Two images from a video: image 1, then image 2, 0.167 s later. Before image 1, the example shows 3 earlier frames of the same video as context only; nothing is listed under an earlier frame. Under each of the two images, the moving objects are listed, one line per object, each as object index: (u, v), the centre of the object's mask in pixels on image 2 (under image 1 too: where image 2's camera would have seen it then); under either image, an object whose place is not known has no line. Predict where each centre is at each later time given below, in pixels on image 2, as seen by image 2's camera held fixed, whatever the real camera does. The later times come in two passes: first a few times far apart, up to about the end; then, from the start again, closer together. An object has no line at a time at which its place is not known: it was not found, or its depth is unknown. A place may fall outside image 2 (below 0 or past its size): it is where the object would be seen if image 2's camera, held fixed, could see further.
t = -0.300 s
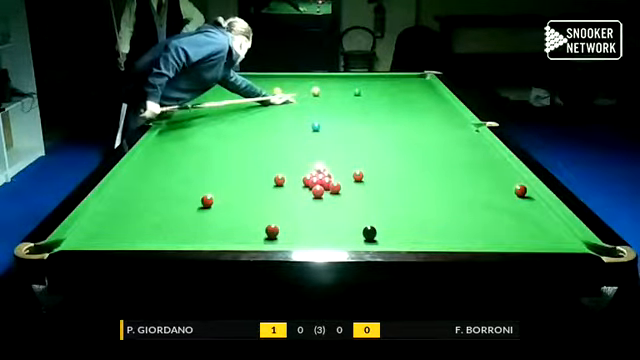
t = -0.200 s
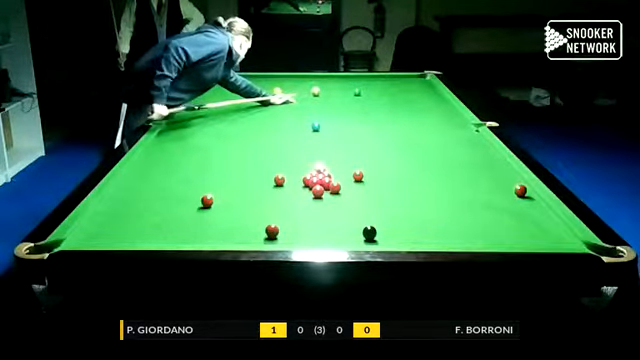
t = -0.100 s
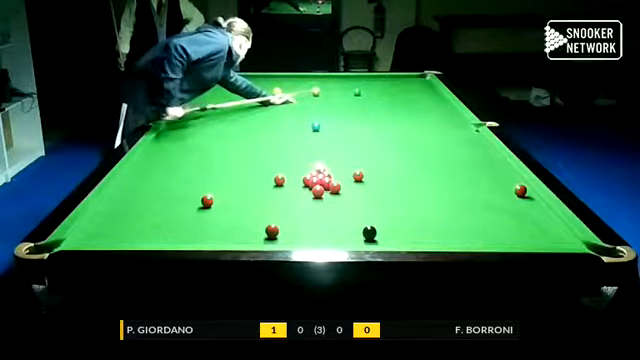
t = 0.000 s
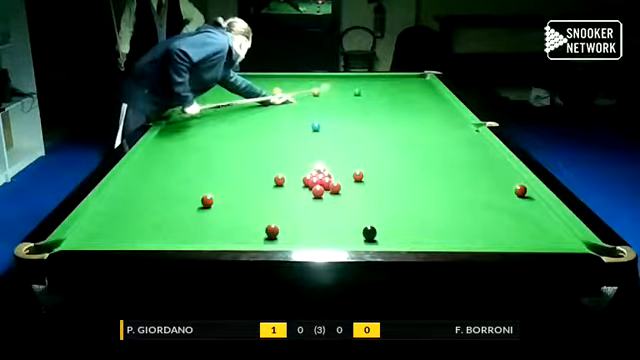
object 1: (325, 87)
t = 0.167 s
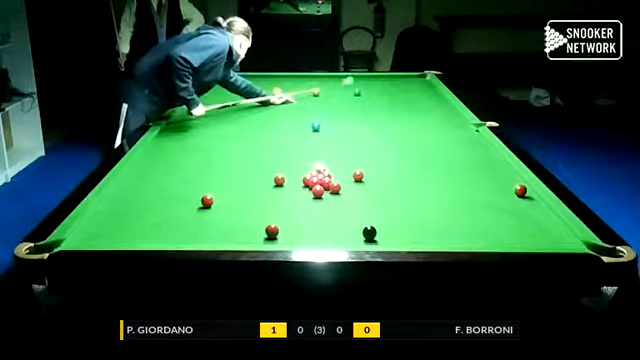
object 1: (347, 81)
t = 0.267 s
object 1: (359, 77)
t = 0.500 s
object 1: (377, 79)
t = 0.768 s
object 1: (396, 84)
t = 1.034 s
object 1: (416, 90)
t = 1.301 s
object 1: (436, 96)
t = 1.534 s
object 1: (443, 101)
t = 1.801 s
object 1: (438, 108)
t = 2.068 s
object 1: (433, 114)
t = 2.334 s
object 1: (425, 123)
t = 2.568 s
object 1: (424, 125)
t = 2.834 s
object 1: (418, 132)
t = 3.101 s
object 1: (411, 137)
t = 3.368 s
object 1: (404, 144)
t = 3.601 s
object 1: (398, 149)
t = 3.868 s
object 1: (392, 155)
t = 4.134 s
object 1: (385, 163)
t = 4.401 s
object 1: (378, 169)
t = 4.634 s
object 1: (373, 174)
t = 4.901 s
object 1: (366, 179)
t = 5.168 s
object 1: (361, 185)
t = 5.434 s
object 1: (355, 191)
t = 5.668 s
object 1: (350, 195)
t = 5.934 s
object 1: (346, 198)
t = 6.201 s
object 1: (343, 201)
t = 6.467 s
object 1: (338, 206)
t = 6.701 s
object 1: (335, 209)
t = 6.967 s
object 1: (333, 209)
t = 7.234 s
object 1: (331, 211)
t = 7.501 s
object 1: (329, 213)
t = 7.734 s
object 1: (329, 213)
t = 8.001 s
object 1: (329, 213)
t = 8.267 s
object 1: (329, 213)
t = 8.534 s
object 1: (329, 213)
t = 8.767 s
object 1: (329, 213)
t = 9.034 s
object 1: (329, 213)
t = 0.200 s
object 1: (352, 80)
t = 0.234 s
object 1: (355, 78)
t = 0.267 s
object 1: (359, 77)
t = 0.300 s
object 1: (362, 77)
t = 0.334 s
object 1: (366, 75)
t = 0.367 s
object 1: (368, 76)
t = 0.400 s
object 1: (371, 76)
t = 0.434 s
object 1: (373, 76)
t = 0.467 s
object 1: (375, 77)
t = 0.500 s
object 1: (377, 79)
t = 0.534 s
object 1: (380, 79)
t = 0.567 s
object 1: (381, 80)
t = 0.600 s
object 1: (384, 81)
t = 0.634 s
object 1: (386, 81)
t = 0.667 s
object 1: (389, 82)
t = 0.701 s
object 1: (391, 83)
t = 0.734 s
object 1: (394, 83)
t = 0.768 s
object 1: (396, 84)
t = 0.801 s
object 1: (398, 85)
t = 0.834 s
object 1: (401, 85)
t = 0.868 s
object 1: (403, 86)
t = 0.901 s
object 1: (406, 87)
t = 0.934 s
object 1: (408, 88)
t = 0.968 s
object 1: (411, 88)
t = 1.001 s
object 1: (413, 89)
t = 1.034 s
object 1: (416, 90)
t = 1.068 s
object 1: (418, 90)
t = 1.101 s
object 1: (421, 91)
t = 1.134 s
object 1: (422, 92)
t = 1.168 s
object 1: (425, 92)
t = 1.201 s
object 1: (428, 94)
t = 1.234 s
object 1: (431, 95)
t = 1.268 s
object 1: (433, 96)
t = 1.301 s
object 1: (436, 96)
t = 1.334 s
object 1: (439, 97)
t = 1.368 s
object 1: (442, 98)
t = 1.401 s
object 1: (444, 99)
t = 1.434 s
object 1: (444, 100)
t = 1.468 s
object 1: (444, 100)
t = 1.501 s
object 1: (444, 100)
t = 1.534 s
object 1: (443, 101)
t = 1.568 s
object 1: (443, 102)
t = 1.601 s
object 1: (442, 102)
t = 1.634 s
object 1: (441, 104)
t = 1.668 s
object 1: (441, 104)
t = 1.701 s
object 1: (441, 104)
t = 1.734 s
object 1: (440, 104)
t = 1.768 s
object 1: (438, 108)
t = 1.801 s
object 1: (438, 108)
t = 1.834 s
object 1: (438, 108)
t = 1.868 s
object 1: (438, 108)
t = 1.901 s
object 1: (437, 109)
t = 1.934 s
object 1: (437, 109)
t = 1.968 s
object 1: (435, 112)
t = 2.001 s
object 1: (434, 113)
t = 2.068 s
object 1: (433, 114)
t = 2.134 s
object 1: (432, 115)
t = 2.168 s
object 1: (432, 115)
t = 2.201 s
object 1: (432, 115)
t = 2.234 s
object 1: (431, 116)
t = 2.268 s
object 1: (431, 117)
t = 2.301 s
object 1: (427, 121)
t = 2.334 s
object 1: (425, 123)
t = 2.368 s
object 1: (425, 123)
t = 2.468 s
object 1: (426, 123)
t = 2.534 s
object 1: (424, 124)
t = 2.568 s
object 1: (424, 125)
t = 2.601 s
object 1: (423, 126)
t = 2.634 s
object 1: (423, 126)
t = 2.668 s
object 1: (420, 128)
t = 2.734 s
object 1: (419, 129)
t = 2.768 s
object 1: (419, 130)
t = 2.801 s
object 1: (418, 131)
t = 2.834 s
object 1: (418, 132)
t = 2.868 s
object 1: (417, 132)
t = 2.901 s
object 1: (416, 133)
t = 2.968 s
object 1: (414, 135)
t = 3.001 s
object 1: (414, 135)
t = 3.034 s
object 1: (412, 136)
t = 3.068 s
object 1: (411, 137)
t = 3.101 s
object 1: (411, 137)
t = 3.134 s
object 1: (409, 138)
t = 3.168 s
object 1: (409, 139)
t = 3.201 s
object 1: (408, 140)
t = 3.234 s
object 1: (408, 141)
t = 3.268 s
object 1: (406, 142)
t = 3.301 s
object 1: (406, 142)
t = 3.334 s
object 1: (405, 143)
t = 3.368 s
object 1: (404, 144)
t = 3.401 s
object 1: (403, 145)
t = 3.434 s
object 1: (402, 145)
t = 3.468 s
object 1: (401, 146)
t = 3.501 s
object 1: (400, 147)
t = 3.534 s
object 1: (399, 148)
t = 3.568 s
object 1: (399, 149)
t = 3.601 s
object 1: (398, 149)
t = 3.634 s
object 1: (397, 150)
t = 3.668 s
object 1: (396, 151)
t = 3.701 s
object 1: (395, 152)
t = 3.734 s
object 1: (394, 152)
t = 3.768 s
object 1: (394, 154)
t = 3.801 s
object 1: (393, 154)
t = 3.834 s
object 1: (392, 155)
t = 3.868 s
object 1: (392, 155)
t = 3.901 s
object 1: (391, 156)
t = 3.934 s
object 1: (390, 158)
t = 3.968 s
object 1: (389, 159)
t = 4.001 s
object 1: (388, 160)
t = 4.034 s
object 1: (388, 160)
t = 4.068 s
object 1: (388, 161)
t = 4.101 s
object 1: (386, 163)
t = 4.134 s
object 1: (385, 163)
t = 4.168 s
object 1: (384, 163)
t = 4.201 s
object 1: (383, 165)
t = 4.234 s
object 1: (382, 165)
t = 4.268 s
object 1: (382, 166)
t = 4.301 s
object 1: (381, 166)
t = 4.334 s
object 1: (380, 167)
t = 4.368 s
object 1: (379, 168)
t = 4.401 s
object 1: (378, 169)
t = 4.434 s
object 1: (377, 170)
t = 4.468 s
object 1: (377, 170)
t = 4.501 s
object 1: (376, 171)
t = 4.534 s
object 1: (375, 172)
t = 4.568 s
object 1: (374, 172)
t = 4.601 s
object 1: (374, 173)
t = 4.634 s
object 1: (373, 174)
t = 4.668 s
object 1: (372, 175)
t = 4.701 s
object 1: (372, 175)
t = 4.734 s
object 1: (370, 176)
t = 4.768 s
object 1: (370, 176)
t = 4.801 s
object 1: (368, 178)
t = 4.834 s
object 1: (368, 178)
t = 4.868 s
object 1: (367, 178)
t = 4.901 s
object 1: (366, 179)
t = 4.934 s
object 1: (365, 180)
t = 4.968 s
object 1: (364, 180)
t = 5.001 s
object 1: (364, 181)
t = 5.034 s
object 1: (363, 182)
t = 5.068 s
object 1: (362, 182)
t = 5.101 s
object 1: (362, 183)
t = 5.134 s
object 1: (362, 184)
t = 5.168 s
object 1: (361, 185)
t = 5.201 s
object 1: (360, 186)
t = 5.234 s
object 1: (359, 188)
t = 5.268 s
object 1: (359, 188)
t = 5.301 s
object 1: (357, 189)
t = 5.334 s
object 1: (357, 189)
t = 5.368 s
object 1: (356, 190)
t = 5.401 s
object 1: (355, 191)
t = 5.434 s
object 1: (355, 191)
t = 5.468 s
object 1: (354, 191)
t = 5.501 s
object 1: (354, 192)
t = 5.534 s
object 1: (353, 193)
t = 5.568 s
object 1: (352, 193)
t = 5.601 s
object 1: (351, 194)
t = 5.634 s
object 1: (351, 194)
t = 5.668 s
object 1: (350, 195)
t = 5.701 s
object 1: (350, 195)
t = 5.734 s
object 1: (350, 196)
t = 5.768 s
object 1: (349, 197)
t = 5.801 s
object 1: (348, 197)
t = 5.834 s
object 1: (347, 197)
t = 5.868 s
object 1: (347, 197)
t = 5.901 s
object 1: (346, 198)
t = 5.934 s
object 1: (346, 198)
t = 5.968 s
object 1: (345, 199)
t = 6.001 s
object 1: (345, 200)
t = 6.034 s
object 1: (344, 200)
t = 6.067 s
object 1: (344, 200)
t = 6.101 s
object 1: (344, 200)
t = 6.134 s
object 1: (343, 200)
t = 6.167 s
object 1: (343, 200)
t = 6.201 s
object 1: (343, 201)
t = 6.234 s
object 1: (341, 203)
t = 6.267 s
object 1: (341, 203)
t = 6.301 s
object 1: (340, 204)
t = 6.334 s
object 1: (340, 204)
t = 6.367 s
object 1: (339, 205)
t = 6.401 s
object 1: (339, 205)
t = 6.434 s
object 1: (338, 206)
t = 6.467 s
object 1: (338, 206)
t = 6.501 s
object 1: (338, 207)
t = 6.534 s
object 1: (337, 207)
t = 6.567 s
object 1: (336, 208)
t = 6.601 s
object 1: (336, 208)
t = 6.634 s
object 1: (335, 208)
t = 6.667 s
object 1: (335, 208)
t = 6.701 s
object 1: (335, 209)
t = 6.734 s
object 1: (334, 209)
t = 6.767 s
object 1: (334, 209)
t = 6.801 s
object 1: (334, 209)
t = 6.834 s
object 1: (334, 209)
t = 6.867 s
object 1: (334, 209)
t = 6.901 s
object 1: (334, 209)
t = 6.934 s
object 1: (333, 209)
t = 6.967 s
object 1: (333, 209)
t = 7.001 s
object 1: (333, 209)
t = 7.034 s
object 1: (332, 210)
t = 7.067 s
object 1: (332, 210)
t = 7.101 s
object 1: (332, 211)
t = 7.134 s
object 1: (332, 211)
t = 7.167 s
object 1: (332, 211)
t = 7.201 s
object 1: (332, 211)
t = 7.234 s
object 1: (331, 211)
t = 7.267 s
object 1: (331, 211)
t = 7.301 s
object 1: (331, 211)
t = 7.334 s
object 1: (331, 211)
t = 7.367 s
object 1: (331, 211)
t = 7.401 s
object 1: (330, 212)
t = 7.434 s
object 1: (329, 212)
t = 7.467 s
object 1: (329, 212)
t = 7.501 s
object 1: (329, 213)
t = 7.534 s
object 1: (329, 213)
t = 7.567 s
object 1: (329, 213)
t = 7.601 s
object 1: (329, 213)
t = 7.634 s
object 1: (329, 213)
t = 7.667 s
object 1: (329, 213)
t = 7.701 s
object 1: (329, 213)
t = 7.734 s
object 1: (329, 213)
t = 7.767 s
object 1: (329, 213)
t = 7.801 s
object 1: (329, 213)
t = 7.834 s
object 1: (329, 213)
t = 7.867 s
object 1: (329, 213)
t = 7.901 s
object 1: (329, 213)
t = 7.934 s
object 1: (329, 213)
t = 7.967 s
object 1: (329, 213)
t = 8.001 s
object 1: (329, 213)
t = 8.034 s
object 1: (329, 213)
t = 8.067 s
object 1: (329, 213)
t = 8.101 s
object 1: (329, 213)
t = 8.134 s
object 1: (329, 213)
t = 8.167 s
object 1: (329, 213)
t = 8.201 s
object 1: (329, 213)
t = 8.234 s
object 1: (329, 213)
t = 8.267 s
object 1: (329, 213)
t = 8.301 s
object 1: (329, 213)
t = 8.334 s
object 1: (329, 213)
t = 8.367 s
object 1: (329, 213)
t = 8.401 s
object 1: (329, 213)
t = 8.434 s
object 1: (329, 213)
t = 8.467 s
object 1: (329, 213)
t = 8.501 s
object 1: (329, 213)
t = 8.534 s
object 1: (329, 213)
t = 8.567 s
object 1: (329, 213)
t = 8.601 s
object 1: (329, 213)
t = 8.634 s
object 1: (329, 212)
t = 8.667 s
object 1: (329, 212)
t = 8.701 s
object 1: (329, 212)
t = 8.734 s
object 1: (329, 213)
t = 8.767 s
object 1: (329, 213)
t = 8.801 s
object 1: (329, 213)
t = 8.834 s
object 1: (329, 213)
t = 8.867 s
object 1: (329, 213)
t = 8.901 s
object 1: (329, 213)
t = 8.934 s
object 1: (329, 213)
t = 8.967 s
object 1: (329, 213)
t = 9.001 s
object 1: (329, 213)
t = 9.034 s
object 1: (329, 213)
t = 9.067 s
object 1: (329, 213)
